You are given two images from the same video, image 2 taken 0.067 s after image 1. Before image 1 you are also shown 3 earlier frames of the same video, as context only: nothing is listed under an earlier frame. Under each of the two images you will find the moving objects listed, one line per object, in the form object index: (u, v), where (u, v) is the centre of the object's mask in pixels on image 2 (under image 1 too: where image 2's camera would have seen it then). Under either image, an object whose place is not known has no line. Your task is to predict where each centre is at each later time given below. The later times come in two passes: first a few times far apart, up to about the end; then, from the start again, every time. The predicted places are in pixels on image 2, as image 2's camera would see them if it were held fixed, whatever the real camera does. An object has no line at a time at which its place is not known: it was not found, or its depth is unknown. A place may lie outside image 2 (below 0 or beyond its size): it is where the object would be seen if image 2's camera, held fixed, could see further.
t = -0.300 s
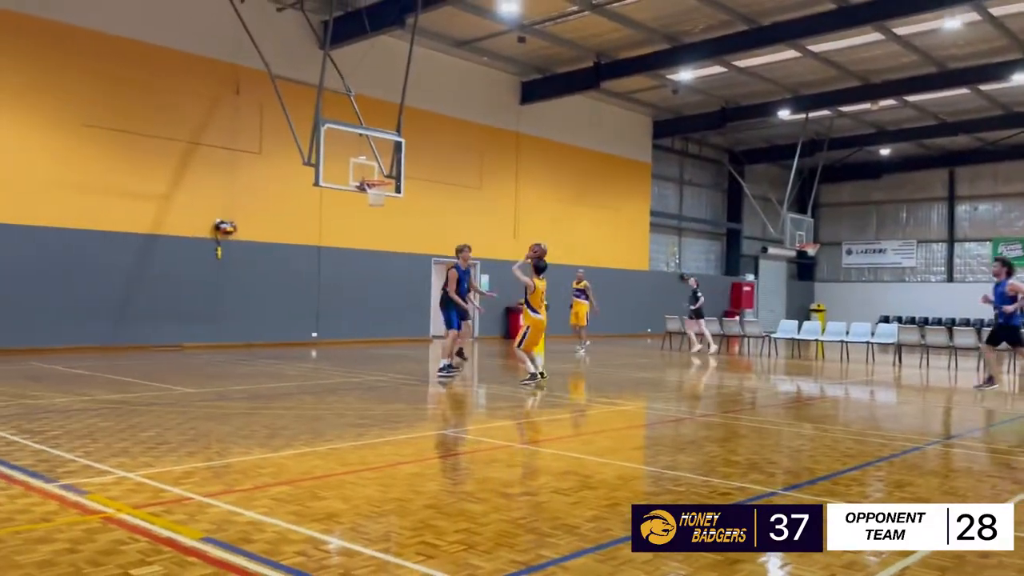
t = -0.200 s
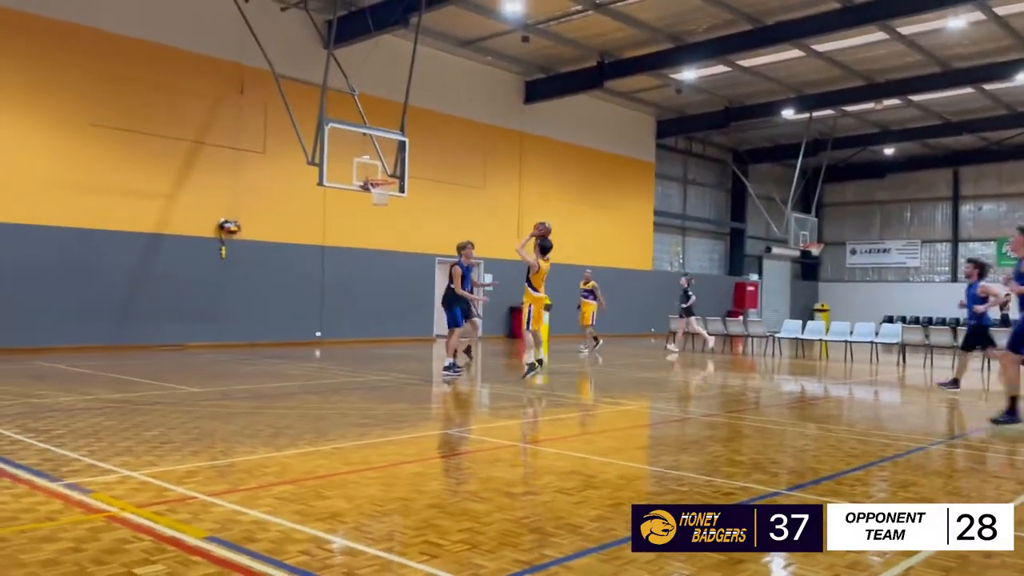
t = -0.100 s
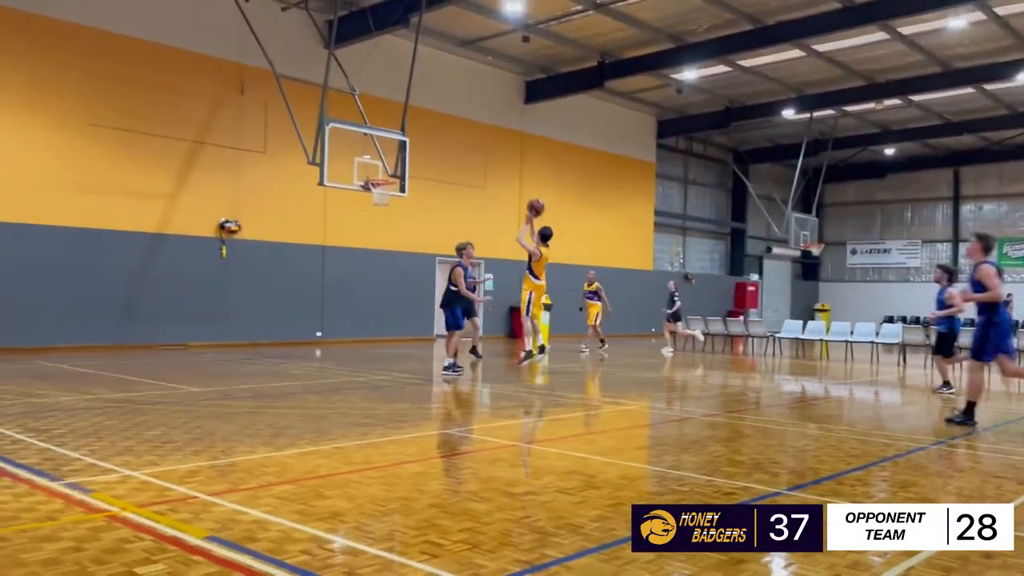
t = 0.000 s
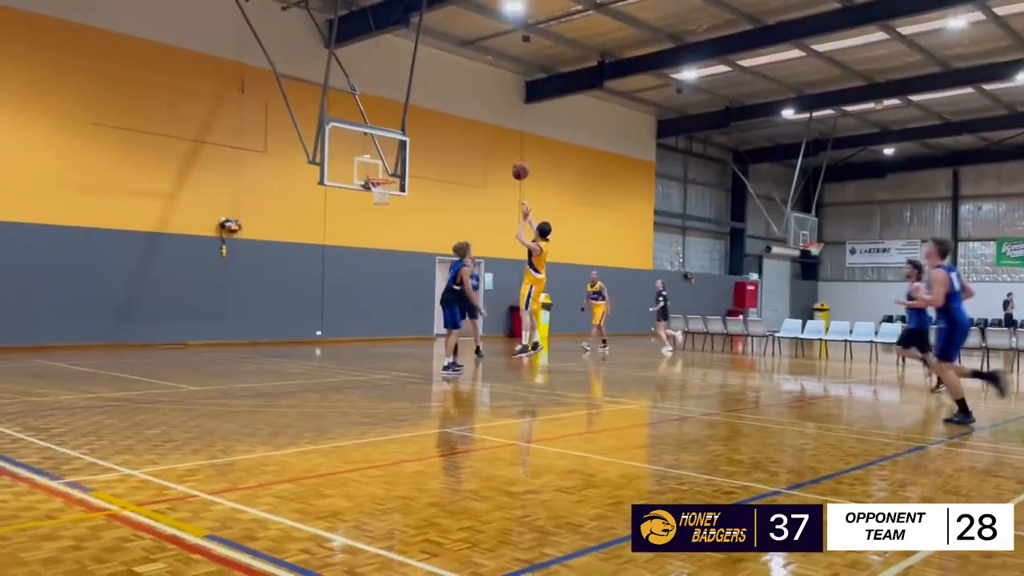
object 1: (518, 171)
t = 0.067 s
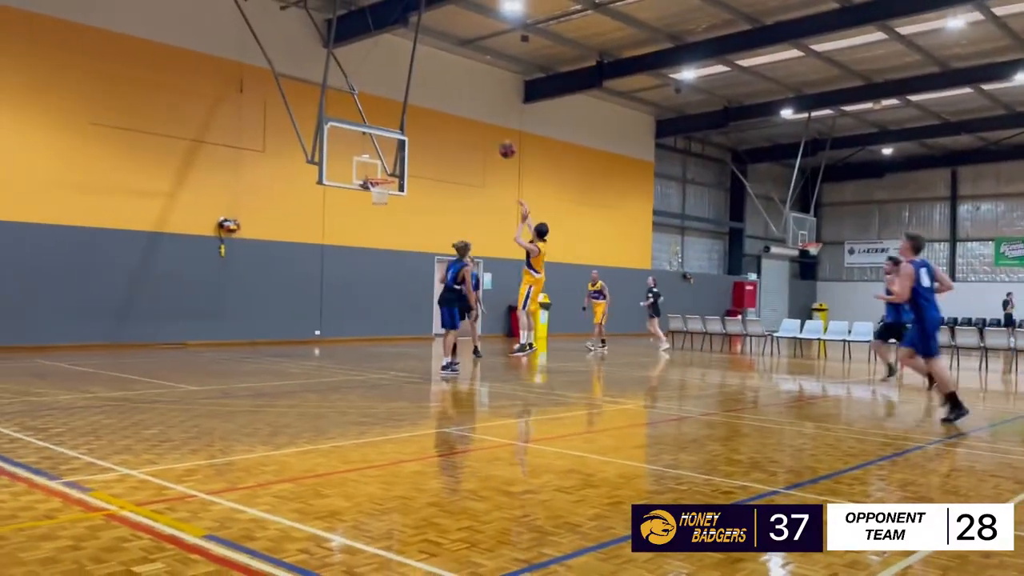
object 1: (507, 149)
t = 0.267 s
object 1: (474, 107)
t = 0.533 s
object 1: (436, 96)
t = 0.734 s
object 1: (411, 115)
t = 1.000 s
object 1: (378, 176)
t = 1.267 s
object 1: (375, 209)
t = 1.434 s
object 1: (377, 239)
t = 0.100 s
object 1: (502, 140)
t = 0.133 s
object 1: (496, 131)
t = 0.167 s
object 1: (491, 123)
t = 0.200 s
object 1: (485, 117)
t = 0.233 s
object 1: (480, 112)
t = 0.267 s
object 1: (474, 107)
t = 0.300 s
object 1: (469, 103)
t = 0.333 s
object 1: (464, 99)
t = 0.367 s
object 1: (460, 97)
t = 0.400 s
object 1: (455, 95)
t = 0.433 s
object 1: (451, 94)
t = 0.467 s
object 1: (446, 94)
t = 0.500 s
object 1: (441, 95)
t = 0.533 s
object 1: (436, 96)
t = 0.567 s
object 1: (432, 98)
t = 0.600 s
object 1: (427, 100)
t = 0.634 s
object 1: (423, 103)
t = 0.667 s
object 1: (418, 107)
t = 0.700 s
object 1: (414, 111)
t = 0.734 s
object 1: (411, 115)
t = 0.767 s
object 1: (406, 122)
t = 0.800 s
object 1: (402, 128)
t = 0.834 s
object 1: (398, 134)
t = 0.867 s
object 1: (392, 142)
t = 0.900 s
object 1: (389, 150)
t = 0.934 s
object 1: (385, 158)
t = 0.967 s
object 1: (381, 167)
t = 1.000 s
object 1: (378, 176)
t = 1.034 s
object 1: (371, 185)
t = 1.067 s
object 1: (371, 189)
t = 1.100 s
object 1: (371, 189)
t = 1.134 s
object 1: (374, 195)
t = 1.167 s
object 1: (374, 196)
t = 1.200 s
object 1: (375, 200)
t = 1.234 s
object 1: (375, 204)
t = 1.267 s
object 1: (375, 209)
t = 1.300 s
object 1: (375, 214)
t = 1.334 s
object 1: (376, 219)
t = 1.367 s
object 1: (376, 225)
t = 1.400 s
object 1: (376, 232)
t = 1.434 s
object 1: (377, 239)
